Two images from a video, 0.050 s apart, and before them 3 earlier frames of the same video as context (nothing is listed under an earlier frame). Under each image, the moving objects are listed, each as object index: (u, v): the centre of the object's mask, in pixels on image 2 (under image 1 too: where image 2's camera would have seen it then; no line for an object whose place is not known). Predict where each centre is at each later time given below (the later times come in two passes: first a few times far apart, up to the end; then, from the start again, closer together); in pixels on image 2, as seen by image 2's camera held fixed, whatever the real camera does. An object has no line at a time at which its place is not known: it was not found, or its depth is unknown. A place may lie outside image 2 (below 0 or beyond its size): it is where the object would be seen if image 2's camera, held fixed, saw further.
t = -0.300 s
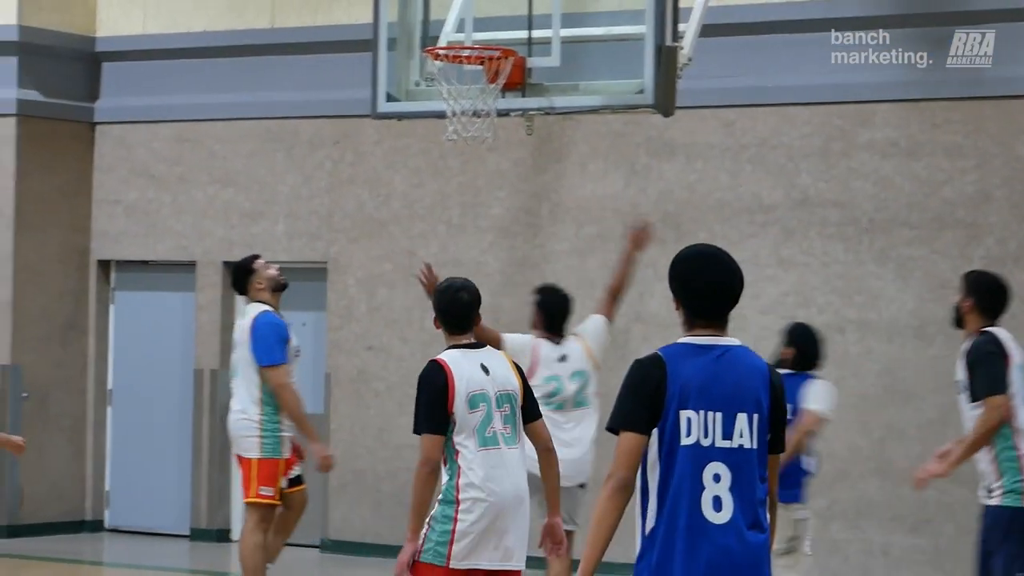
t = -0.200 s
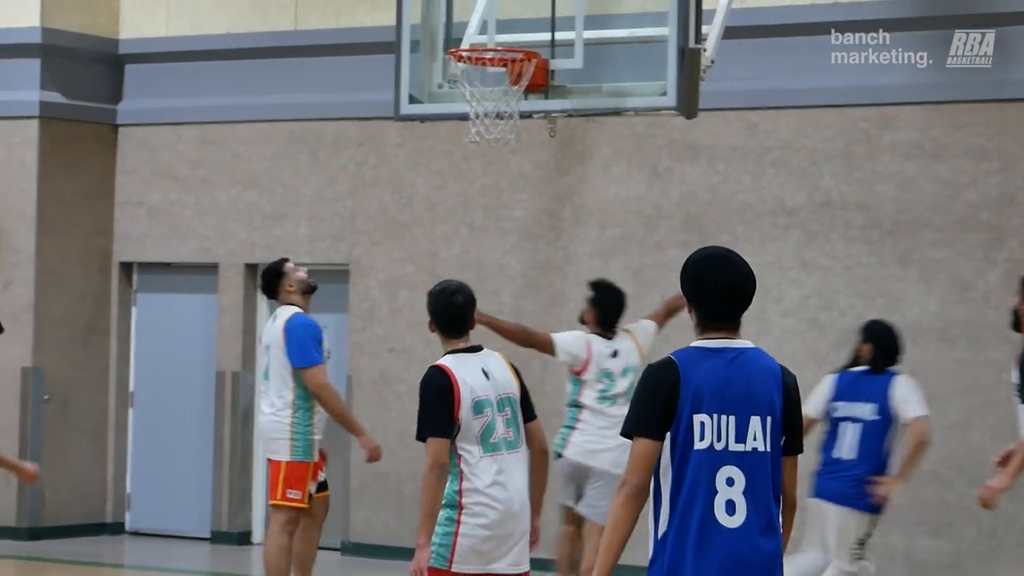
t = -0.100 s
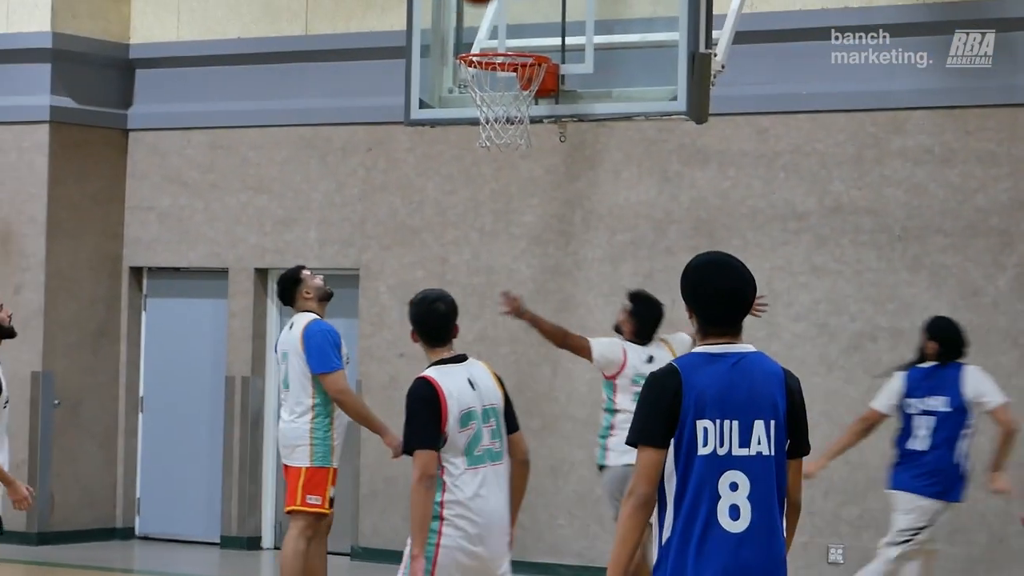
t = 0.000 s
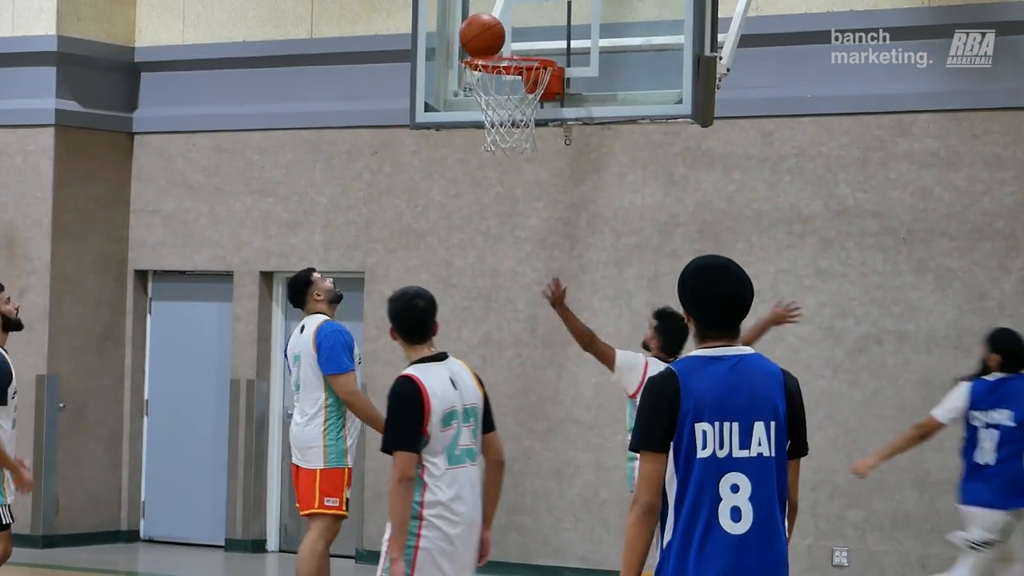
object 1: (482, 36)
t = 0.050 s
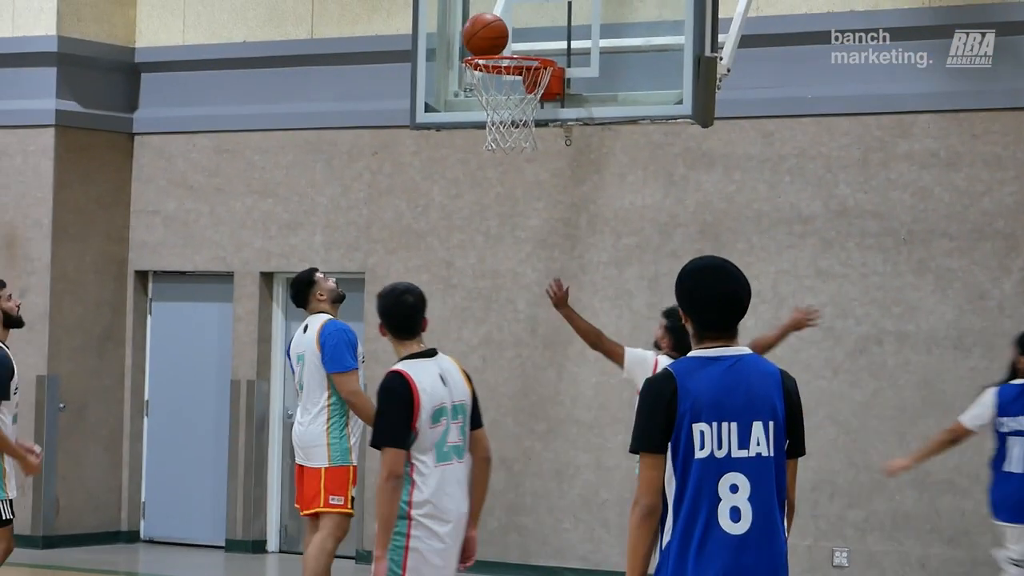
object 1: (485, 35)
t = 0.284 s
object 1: (522, 27)
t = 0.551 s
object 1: (536, 39)
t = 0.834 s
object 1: (489, 63)
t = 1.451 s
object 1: (551, 292)
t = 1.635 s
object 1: (566, 470)
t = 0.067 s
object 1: (486, 36)
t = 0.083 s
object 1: (487, 36)
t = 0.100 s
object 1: (488, 37)
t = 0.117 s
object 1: (489, 38)
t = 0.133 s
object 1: (490, 40)
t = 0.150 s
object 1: (491, 41)
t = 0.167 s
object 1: (495, 39)
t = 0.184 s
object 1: (499, 36)
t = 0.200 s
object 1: (503, 35)
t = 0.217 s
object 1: (507, 32)
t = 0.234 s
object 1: (511, 30)
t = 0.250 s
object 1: (515, 29)
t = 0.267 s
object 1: (518, 28)
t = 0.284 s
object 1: (522, 27)
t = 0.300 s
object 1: (526, 27)
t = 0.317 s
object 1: (529, 28)
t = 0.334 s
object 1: (533, 29)
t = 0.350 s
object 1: (536, 31)
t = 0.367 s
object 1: (538, 30)
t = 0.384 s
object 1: (539, 30)
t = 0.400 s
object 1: (539, 31)
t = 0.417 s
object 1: (539, 32)
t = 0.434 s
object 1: (540, 33)
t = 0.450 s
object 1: (540, 35)
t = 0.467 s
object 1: (541, 37)
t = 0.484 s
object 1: (541, 39)
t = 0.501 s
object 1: (542, 41)
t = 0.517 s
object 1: (540, 40)
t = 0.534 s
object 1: (539, 39)
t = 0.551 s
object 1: (536, 39)
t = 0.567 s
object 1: (534, 38)
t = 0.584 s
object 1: (532, 38)
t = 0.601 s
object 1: (531, 39)
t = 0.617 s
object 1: (529, 39)
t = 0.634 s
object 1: (527, 41)
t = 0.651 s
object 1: (525, 41)
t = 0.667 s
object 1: (523, 43)
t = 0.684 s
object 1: (518, 42)
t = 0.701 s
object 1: (514, 42)
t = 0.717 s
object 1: (510, 43)
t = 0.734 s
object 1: (504, 53)
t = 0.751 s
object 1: (499, 54)
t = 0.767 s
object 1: (495, 55)
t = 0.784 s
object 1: (494, 56)
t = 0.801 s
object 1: (492, 58)
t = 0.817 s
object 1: (490, 60)
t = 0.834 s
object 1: (489, 63)
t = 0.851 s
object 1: (489, 65)
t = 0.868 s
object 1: (490, 66)
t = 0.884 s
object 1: (491, 68)
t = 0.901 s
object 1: (494, 70)
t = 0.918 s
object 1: (495, 73)
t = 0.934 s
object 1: (498, 79)
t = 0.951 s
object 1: (501, 82)
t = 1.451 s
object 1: (551, 292)
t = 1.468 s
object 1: (552, 306)
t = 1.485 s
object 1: (554, 322)
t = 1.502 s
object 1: (555, 335)
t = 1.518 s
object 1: (557, 351)
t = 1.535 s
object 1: (558, 367)
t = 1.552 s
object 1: (559, 384)
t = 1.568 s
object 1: (561, 401)
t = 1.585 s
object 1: (562, 419)
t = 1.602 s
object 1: (563, 436)
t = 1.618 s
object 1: (564, 455)
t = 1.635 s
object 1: (566, 470)
